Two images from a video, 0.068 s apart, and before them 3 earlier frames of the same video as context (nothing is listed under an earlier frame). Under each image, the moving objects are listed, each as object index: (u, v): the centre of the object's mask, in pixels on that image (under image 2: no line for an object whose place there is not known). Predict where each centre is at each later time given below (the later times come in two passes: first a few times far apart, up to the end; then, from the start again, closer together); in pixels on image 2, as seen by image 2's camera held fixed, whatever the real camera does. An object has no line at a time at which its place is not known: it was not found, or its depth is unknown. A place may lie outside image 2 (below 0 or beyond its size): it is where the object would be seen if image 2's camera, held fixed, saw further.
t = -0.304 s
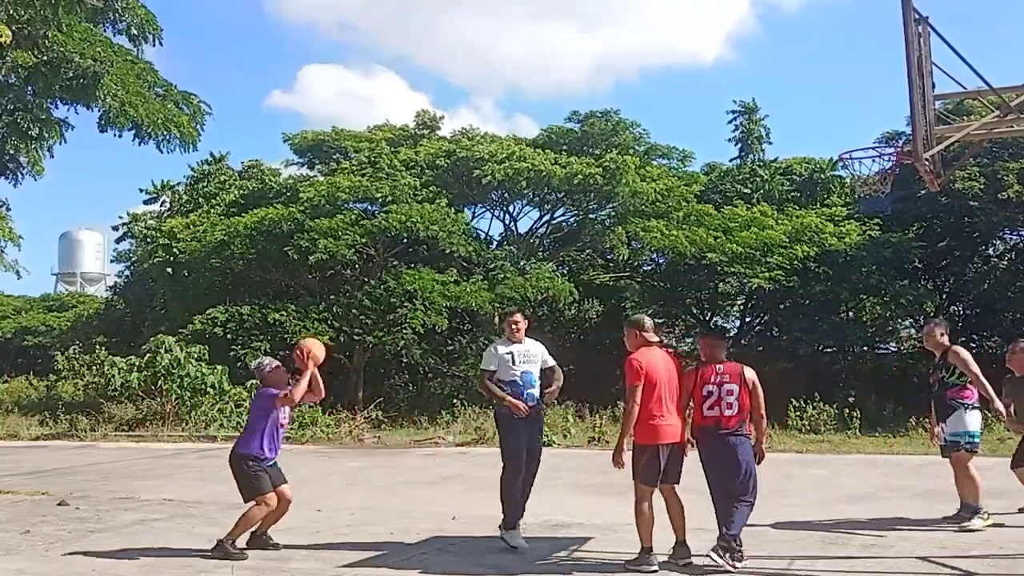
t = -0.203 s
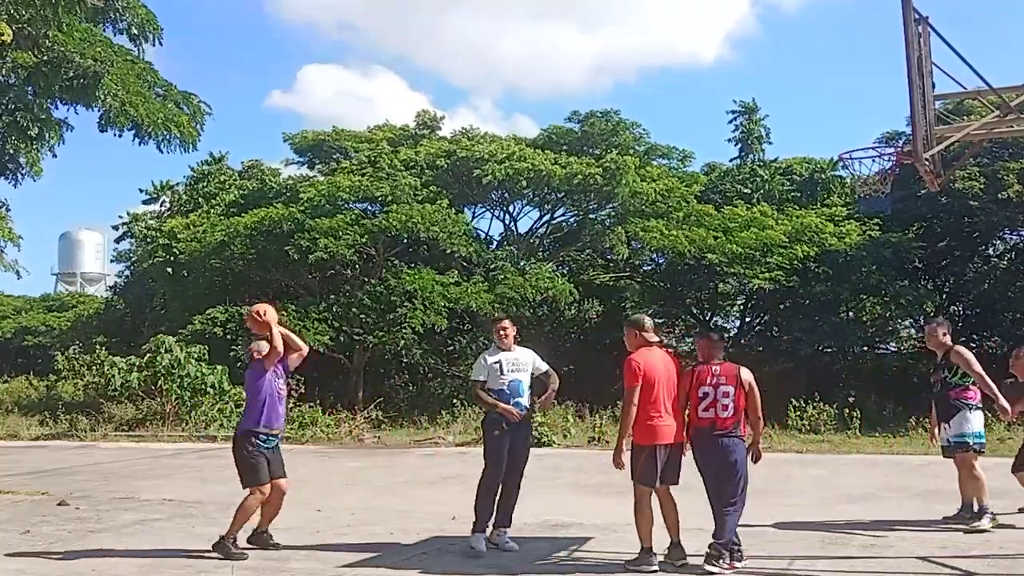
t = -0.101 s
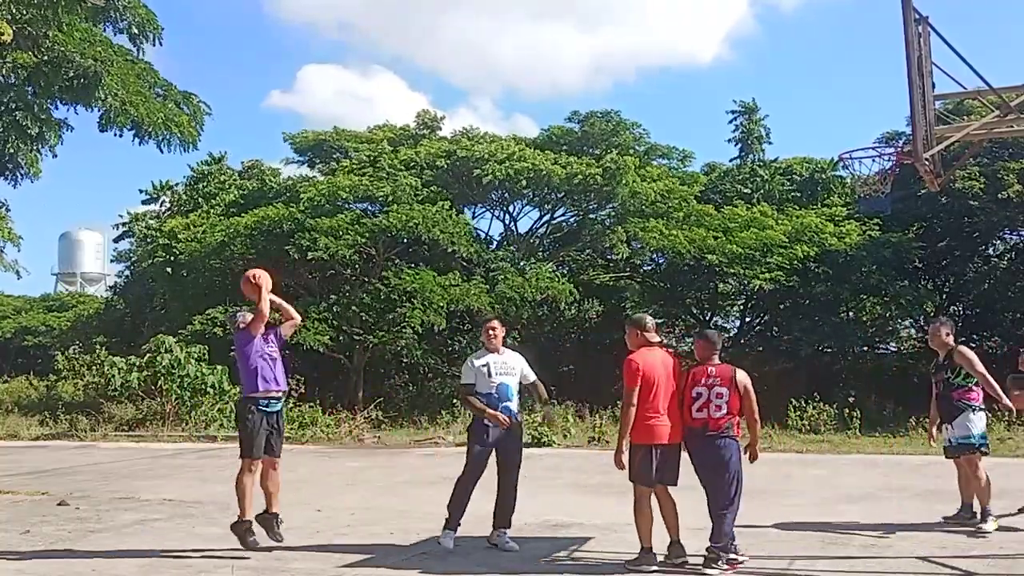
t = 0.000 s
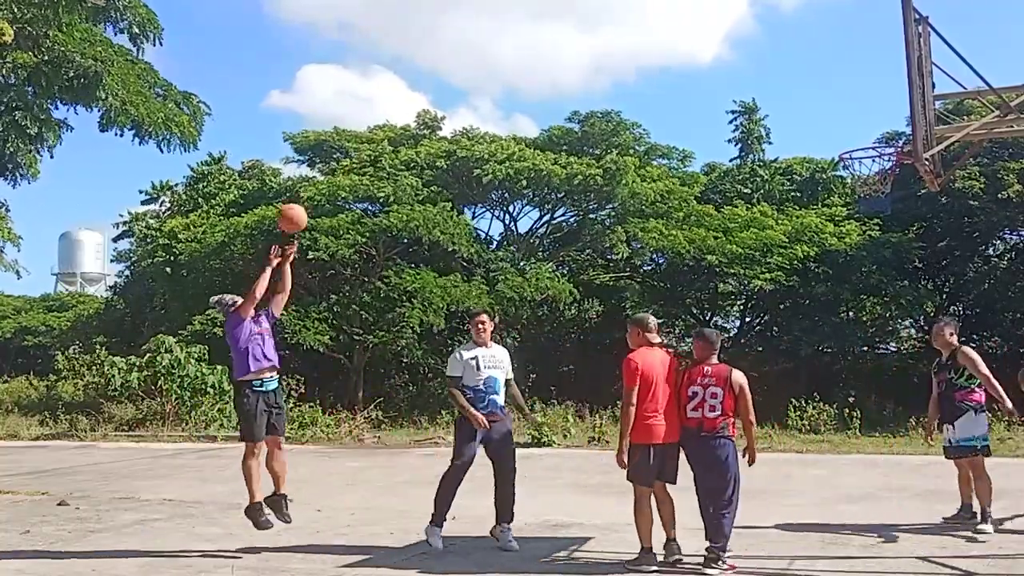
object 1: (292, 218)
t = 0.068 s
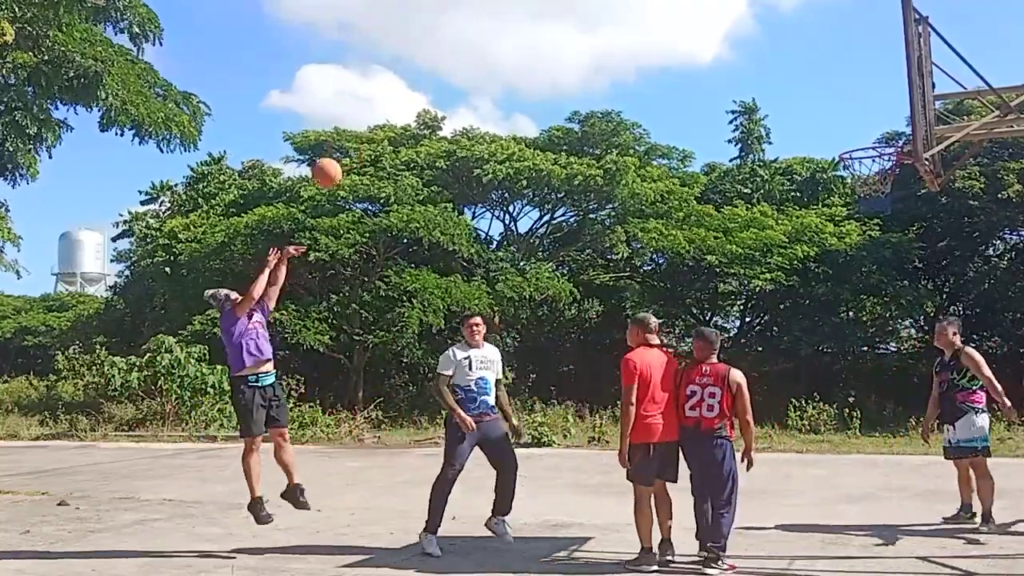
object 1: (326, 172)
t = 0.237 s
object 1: (412, 83)
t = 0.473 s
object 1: (529, 14)
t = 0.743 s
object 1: (664, 16)
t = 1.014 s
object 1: (803, 105)
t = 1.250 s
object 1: (832, 94)
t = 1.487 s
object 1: (825, 76)
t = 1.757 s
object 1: (822, 137)
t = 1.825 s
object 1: (821, 166)
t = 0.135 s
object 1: (360, 133)
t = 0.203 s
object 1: (394, 99)
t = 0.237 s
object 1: (412, 83)
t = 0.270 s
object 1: (428, 70)
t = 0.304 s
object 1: (445, 57)
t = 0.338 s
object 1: (462, 46)
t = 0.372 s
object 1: (479, 36)
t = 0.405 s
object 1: (496, 27)
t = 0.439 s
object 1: (513, 20)
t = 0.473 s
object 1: (529, 14)
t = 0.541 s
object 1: (563, 9)
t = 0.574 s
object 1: (580, 9)
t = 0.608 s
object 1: (597, 8)
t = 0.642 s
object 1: (614, 9)
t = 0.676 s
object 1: (630, 10)
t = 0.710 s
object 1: (647, 12)
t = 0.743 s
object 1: (664, 16)
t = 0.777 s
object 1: (681, 22)
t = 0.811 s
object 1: (698, 30)
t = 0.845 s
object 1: (716, 39)
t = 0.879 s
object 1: (733, 50)
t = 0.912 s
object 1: (751, 61)
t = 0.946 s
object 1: (768, 74)
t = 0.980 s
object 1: (785, 89)
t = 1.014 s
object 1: (803, 105)
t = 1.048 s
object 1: (820, 124)
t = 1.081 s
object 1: (837, 142)
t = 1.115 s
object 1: (837, 133)
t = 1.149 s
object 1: (835, 121)
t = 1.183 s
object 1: (834, 111)
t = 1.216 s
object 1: (833, 102)
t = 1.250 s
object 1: (832, 94)
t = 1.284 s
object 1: (830, 88)
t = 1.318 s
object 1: (829, 82)
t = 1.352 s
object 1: (828, 78)
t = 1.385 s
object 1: (827, 75)
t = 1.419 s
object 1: (827, 74)
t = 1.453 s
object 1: (826, 74)
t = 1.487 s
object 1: (825, 76)
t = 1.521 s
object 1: (824, 79)
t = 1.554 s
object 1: (824, 83)
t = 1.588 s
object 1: (824, 88)
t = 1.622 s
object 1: (823, 95)
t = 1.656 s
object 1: (823, 103)
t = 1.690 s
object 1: (823, 113)
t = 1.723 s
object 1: (823, 124)
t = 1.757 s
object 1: (822, 137)
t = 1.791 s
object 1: (822, 151)
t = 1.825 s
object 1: (821, 166)
